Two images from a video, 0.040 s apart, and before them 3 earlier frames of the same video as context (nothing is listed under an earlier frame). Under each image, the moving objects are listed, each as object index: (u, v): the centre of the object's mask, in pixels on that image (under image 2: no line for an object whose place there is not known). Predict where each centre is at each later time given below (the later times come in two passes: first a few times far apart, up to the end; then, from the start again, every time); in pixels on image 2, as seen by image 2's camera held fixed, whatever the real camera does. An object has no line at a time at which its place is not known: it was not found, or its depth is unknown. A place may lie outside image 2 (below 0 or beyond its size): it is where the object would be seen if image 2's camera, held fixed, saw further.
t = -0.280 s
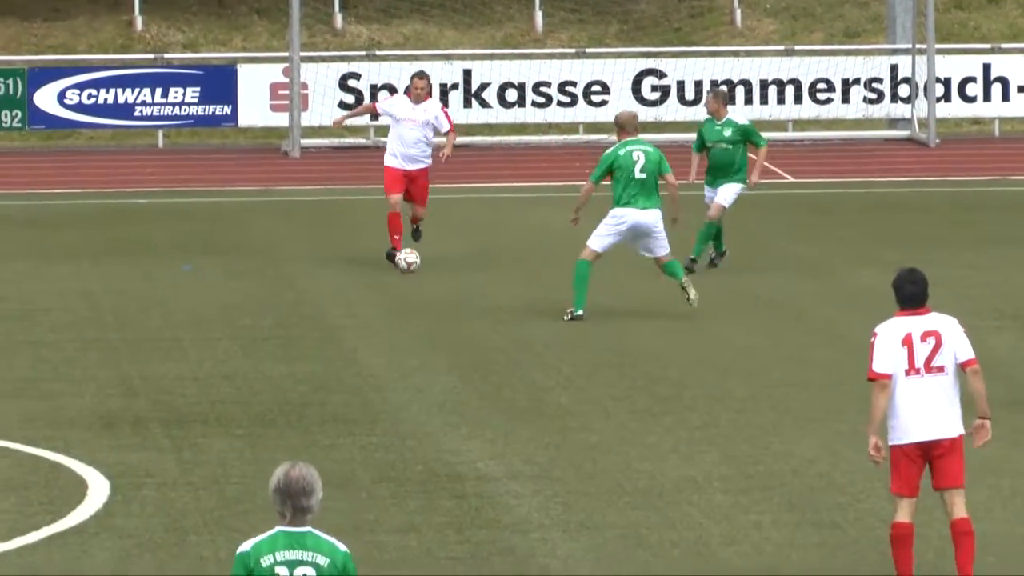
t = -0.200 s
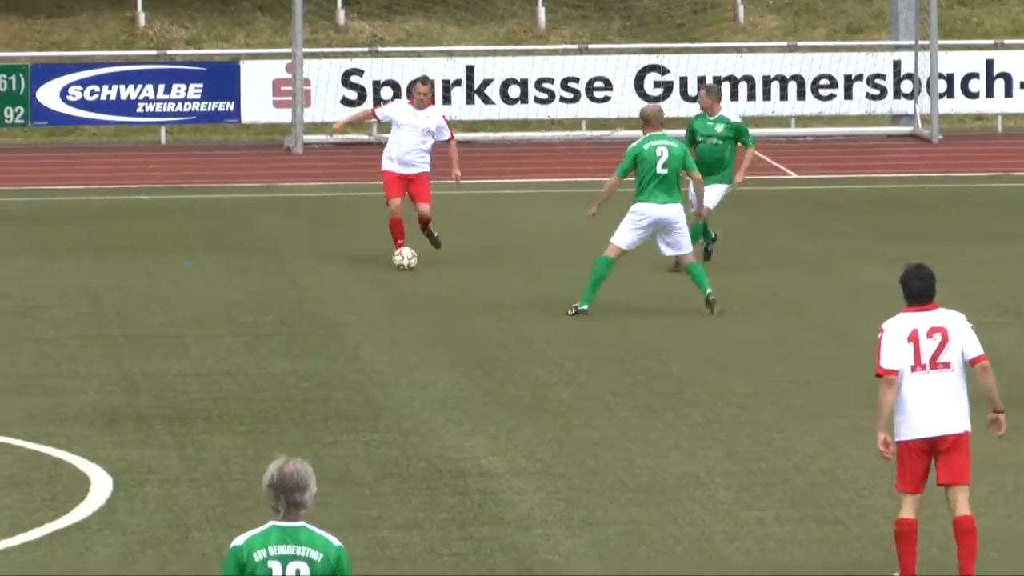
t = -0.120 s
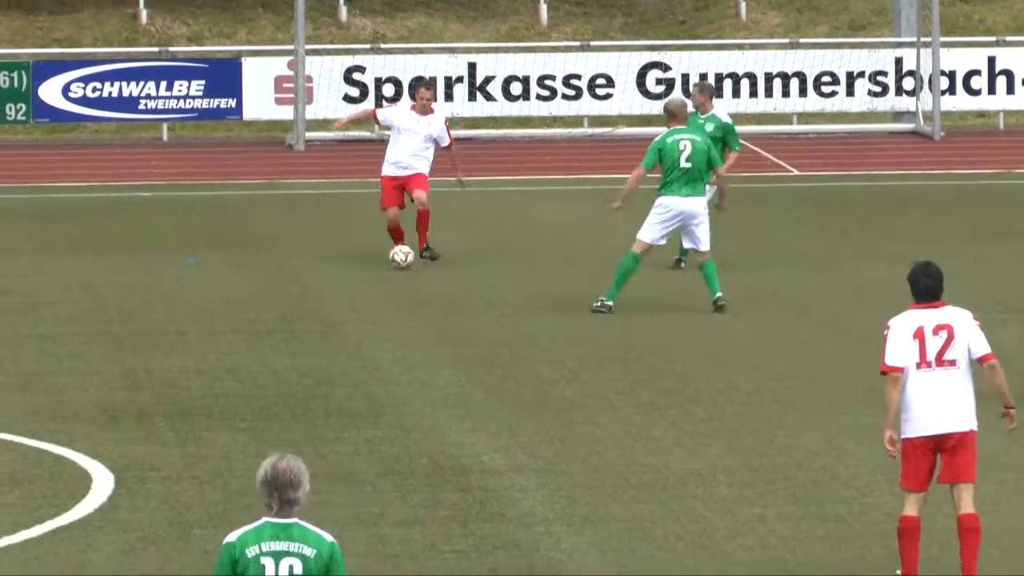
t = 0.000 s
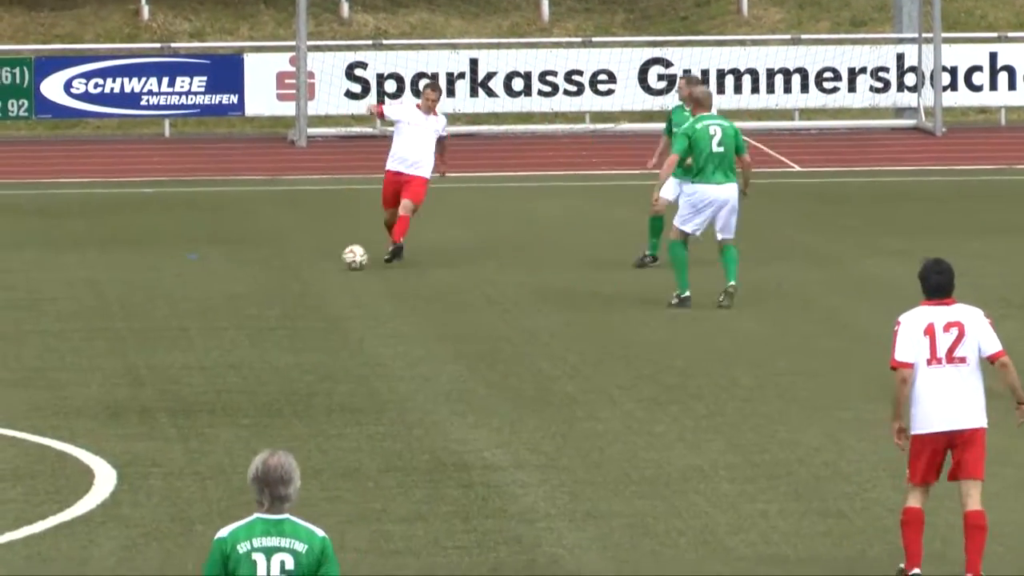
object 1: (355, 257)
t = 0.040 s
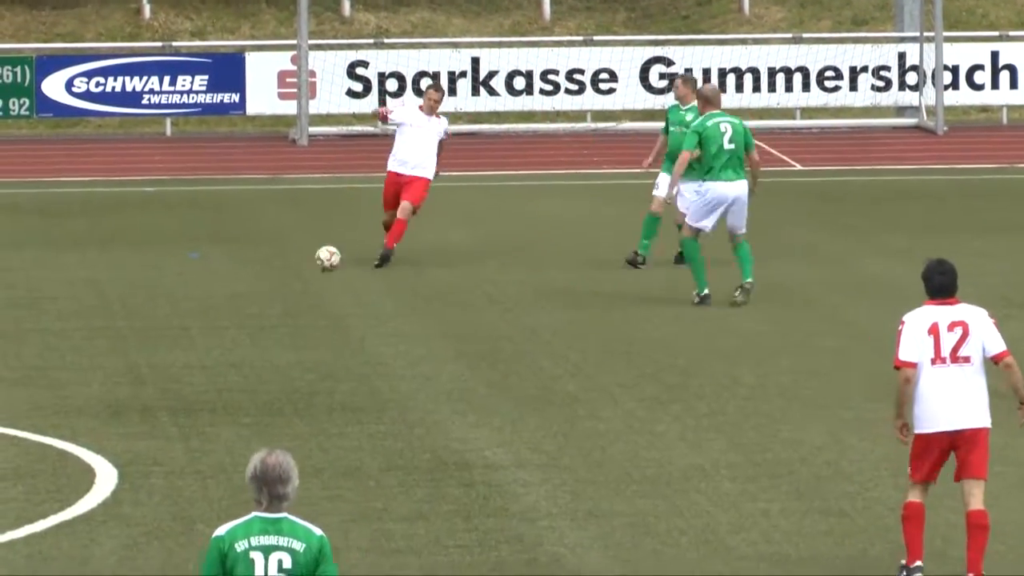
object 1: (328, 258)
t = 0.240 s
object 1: (191, 271)
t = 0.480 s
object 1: (45, 283)
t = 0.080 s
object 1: (300, 261)
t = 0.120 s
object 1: (271, 264)
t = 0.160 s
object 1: (246, 265)
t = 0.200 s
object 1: (218, 268)
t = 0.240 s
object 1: (191, 271)
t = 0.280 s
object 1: (166, 272)
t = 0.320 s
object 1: (141, 274)
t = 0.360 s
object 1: (116, 277)
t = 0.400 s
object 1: (92, 278)
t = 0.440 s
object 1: (69, 281)
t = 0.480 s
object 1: (45, 283)
